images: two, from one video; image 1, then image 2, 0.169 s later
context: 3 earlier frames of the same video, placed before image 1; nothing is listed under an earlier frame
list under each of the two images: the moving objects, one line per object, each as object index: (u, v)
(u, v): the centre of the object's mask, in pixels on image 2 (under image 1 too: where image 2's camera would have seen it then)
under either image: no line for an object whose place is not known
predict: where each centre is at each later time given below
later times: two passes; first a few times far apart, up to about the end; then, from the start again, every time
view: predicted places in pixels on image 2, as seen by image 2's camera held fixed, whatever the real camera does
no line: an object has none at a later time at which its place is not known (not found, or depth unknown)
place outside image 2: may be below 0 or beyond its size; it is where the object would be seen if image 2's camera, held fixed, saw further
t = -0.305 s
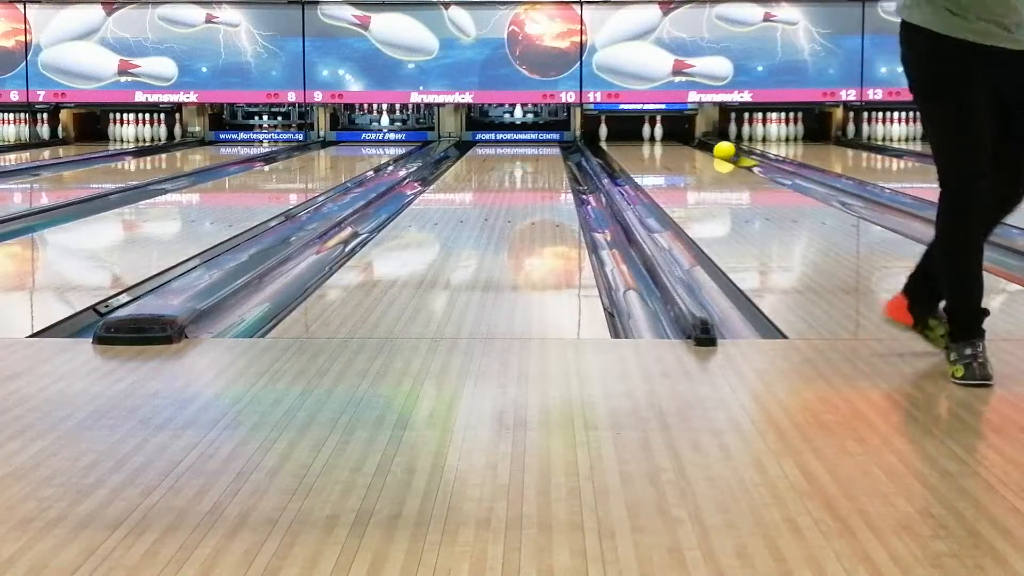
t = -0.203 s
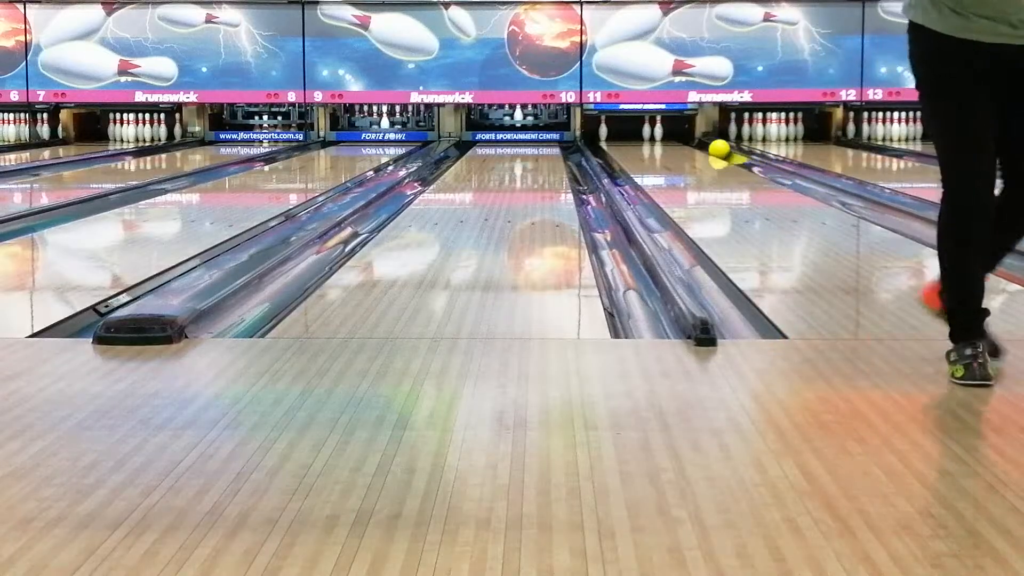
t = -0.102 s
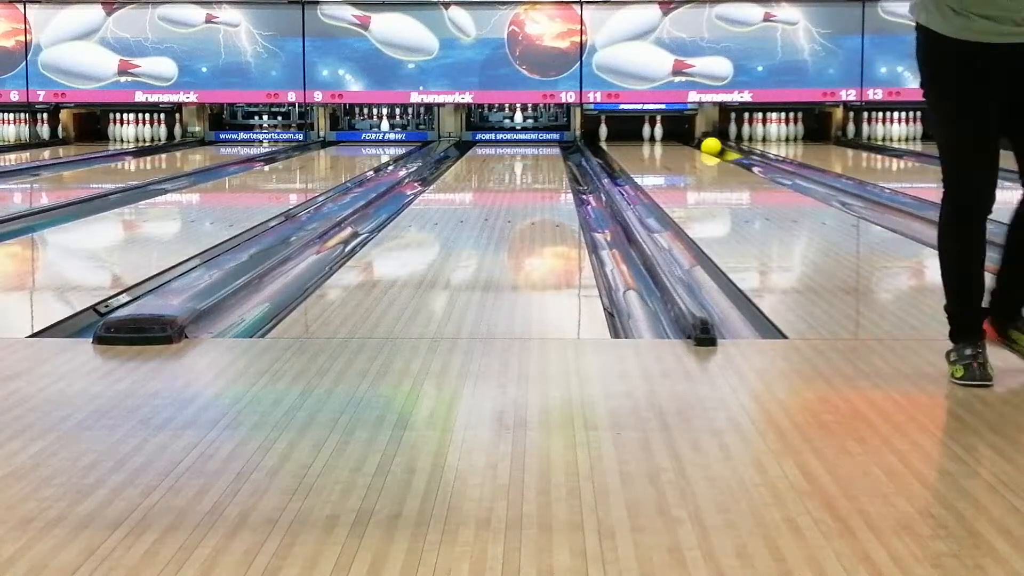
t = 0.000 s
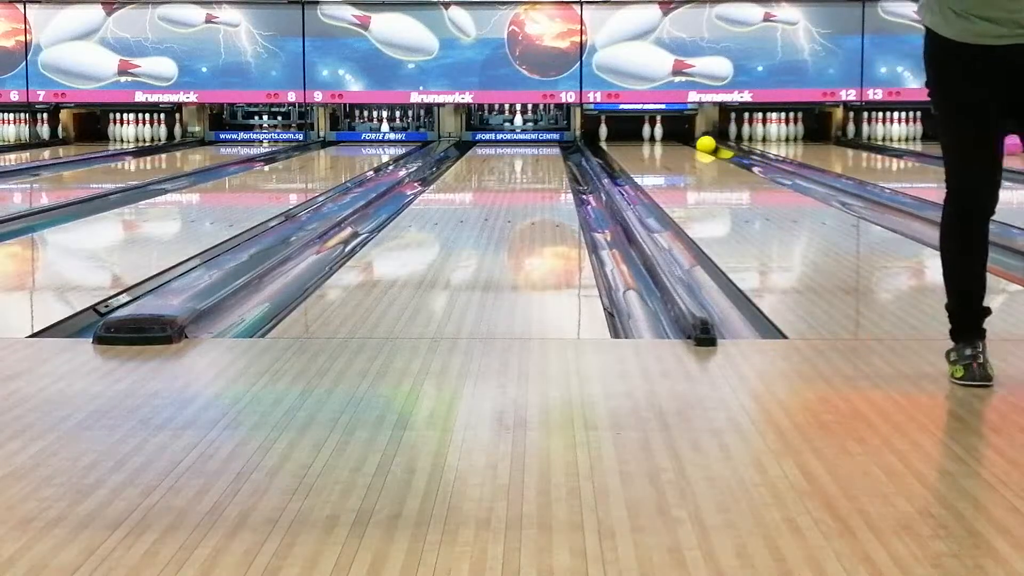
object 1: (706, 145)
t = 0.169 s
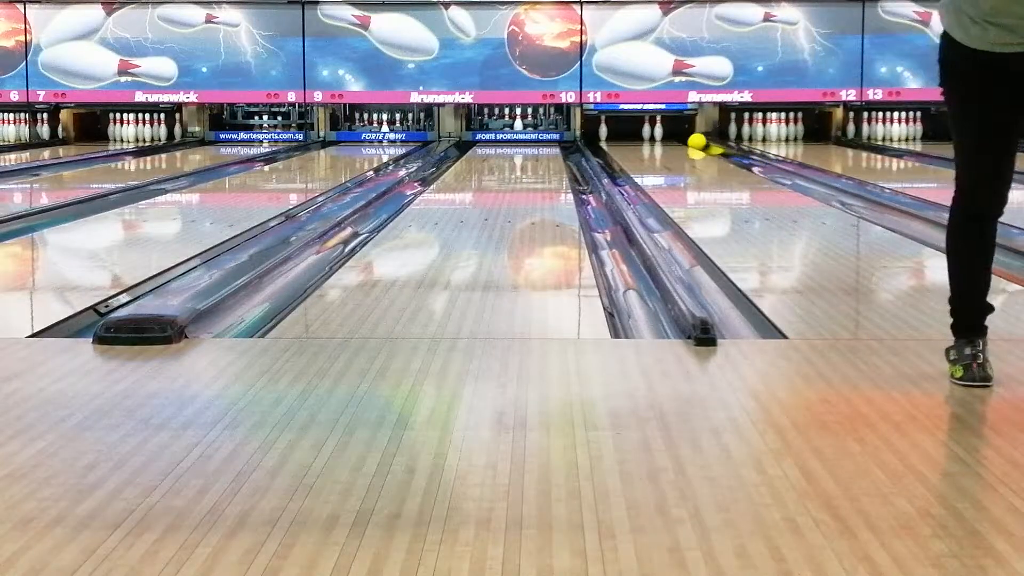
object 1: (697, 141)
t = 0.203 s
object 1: (695, 141)
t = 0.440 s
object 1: (686, 138)
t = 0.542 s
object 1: (682, 138)
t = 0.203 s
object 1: (695, 141)
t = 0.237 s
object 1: (694, 141)
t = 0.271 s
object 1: (692, 140)
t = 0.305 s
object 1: (692, 139)
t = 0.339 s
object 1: (691, 139)
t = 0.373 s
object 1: (689, 138)
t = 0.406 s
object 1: (687, 137)
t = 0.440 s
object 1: (686, 138)
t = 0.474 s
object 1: (684, 138)
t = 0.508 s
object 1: (683, 138)
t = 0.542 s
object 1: (682, 138)
